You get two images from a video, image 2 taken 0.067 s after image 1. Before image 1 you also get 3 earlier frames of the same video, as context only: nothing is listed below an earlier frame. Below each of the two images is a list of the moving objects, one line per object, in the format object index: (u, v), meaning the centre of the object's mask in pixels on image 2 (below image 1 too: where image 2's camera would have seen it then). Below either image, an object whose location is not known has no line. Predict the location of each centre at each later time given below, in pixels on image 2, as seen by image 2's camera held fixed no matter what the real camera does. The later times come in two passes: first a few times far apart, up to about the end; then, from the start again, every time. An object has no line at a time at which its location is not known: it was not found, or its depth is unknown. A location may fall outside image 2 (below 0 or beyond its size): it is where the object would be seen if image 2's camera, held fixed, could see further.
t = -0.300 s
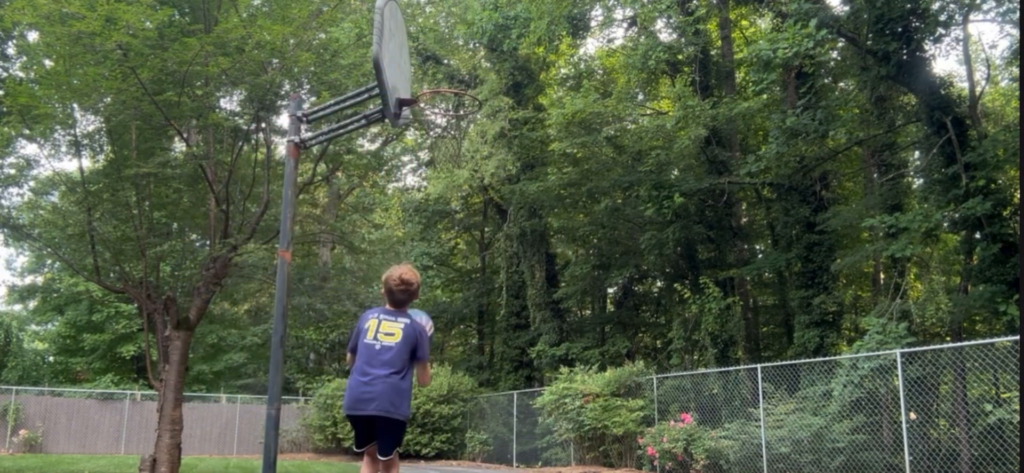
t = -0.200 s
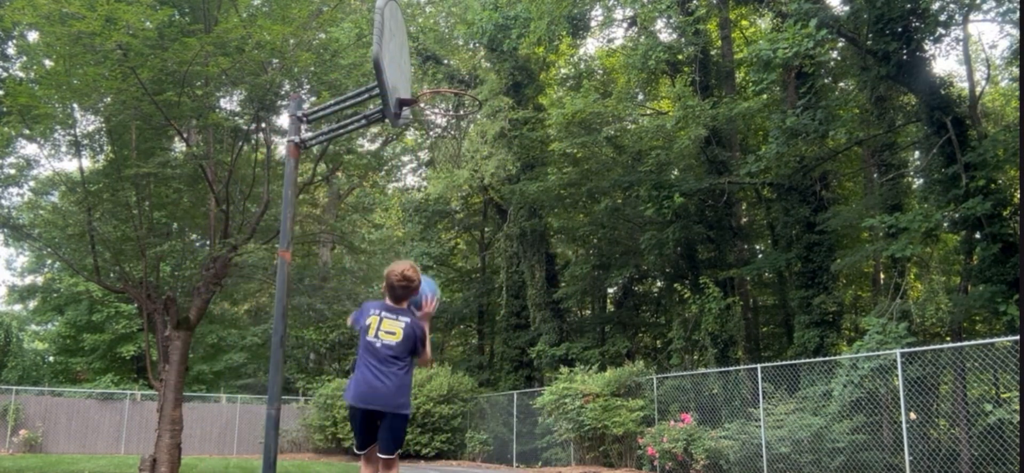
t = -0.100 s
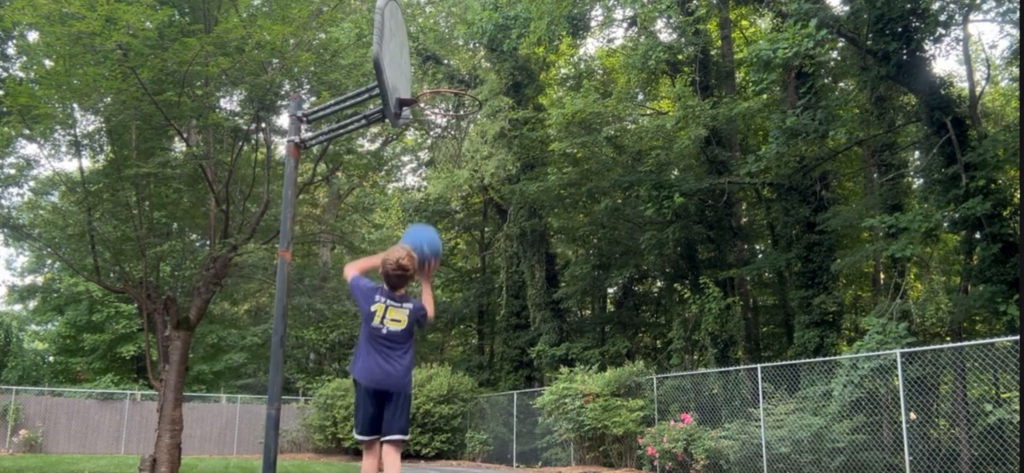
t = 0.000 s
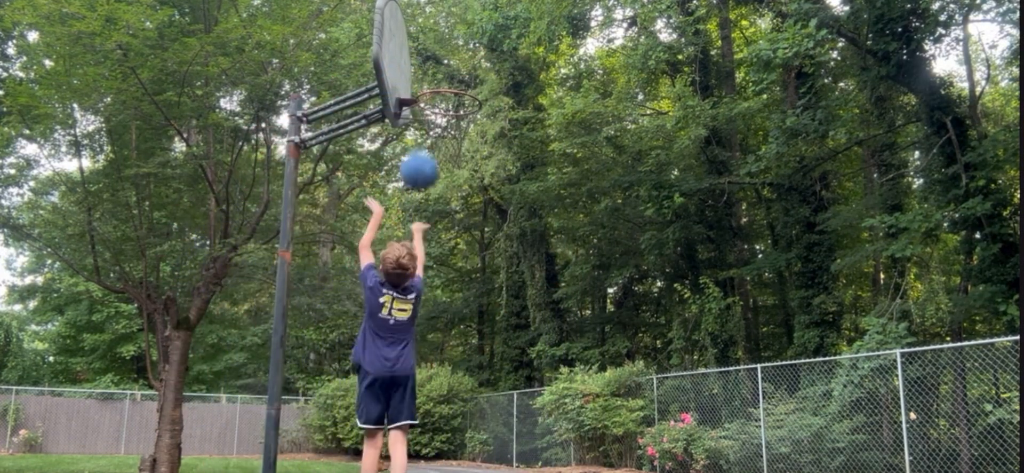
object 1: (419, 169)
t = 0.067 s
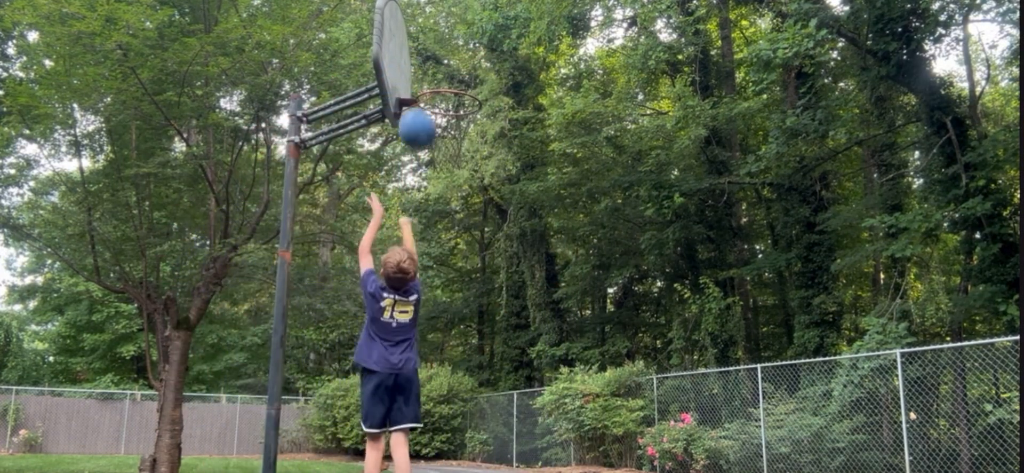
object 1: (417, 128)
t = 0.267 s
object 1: (412, 59)
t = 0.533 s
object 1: (428, 63)
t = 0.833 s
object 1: (444, 121)
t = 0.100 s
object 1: (416, 111)
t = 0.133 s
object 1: (415, 97)
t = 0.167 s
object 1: (414, 85)
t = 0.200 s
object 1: (414, 75)
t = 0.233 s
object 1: (413, 66)
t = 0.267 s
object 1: (412, 59)
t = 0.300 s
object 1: (411, 54)
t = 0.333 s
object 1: (411, 51)
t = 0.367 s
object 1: (411, 49)
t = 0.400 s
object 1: (415, 49)
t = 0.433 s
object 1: (419, 51)
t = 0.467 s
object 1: (421, 54)
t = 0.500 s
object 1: (424, 58)
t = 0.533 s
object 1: (428, 63)
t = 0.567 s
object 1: (432, 69)
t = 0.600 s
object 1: (434, 75)
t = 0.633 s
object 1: (437, 81)
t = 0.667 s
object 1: (441, 96)
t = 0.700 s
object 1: (443, 103)
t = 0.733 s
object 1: (443, 103)
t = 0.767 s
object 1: (444, 104)
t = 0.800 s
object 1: (445, 113)
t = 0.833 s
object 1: (444, 121)
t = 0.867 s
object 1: (444, 129)
